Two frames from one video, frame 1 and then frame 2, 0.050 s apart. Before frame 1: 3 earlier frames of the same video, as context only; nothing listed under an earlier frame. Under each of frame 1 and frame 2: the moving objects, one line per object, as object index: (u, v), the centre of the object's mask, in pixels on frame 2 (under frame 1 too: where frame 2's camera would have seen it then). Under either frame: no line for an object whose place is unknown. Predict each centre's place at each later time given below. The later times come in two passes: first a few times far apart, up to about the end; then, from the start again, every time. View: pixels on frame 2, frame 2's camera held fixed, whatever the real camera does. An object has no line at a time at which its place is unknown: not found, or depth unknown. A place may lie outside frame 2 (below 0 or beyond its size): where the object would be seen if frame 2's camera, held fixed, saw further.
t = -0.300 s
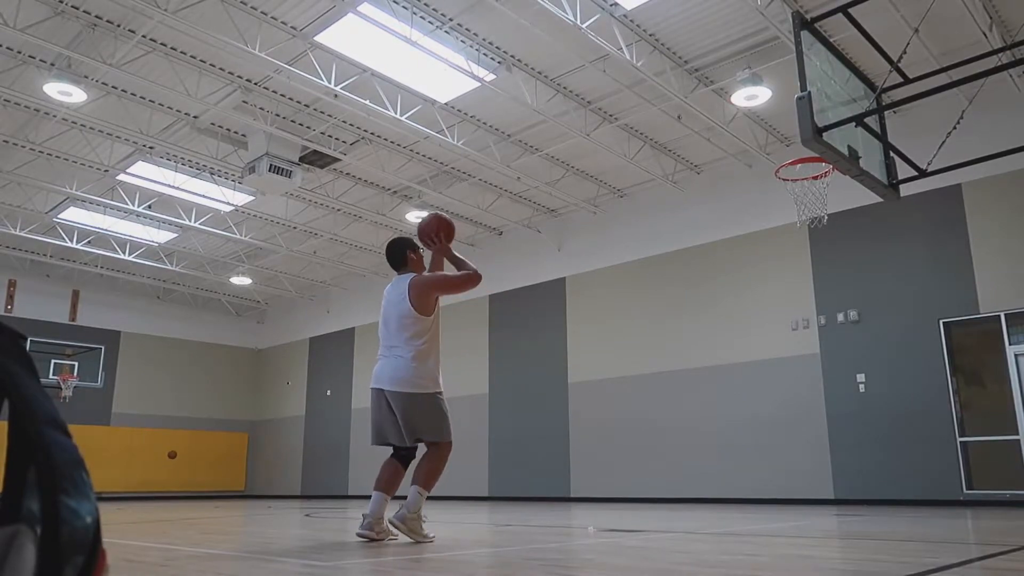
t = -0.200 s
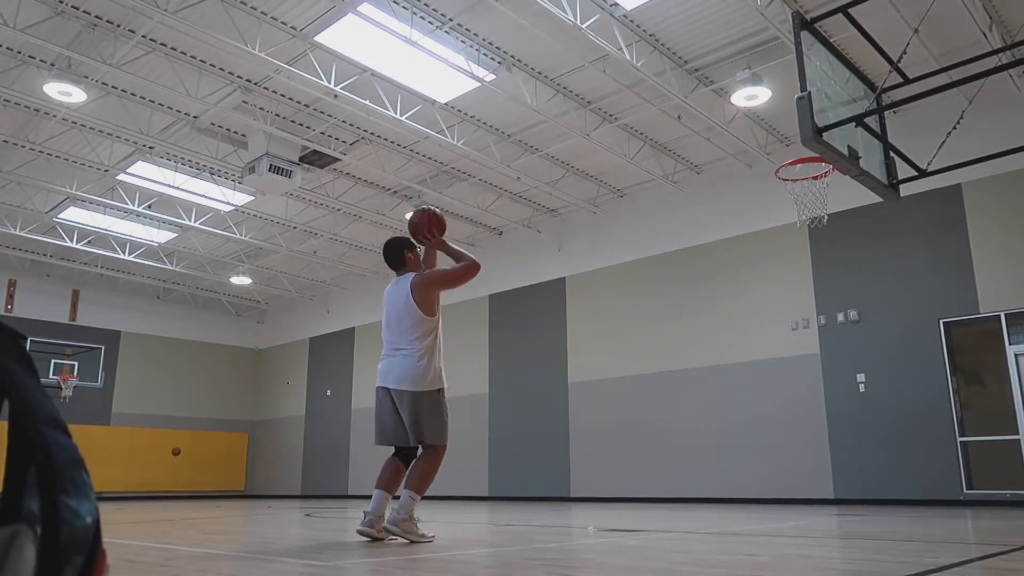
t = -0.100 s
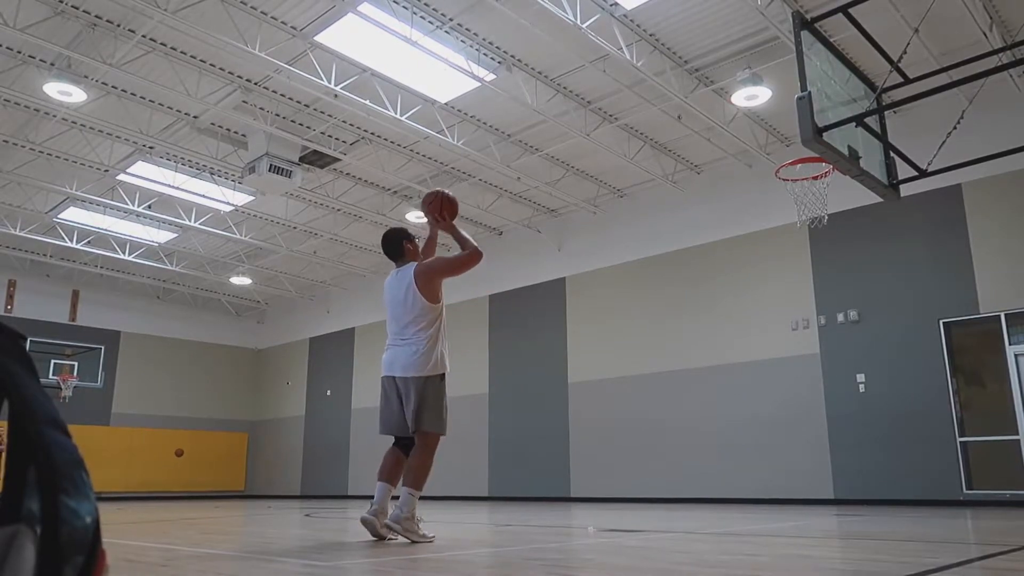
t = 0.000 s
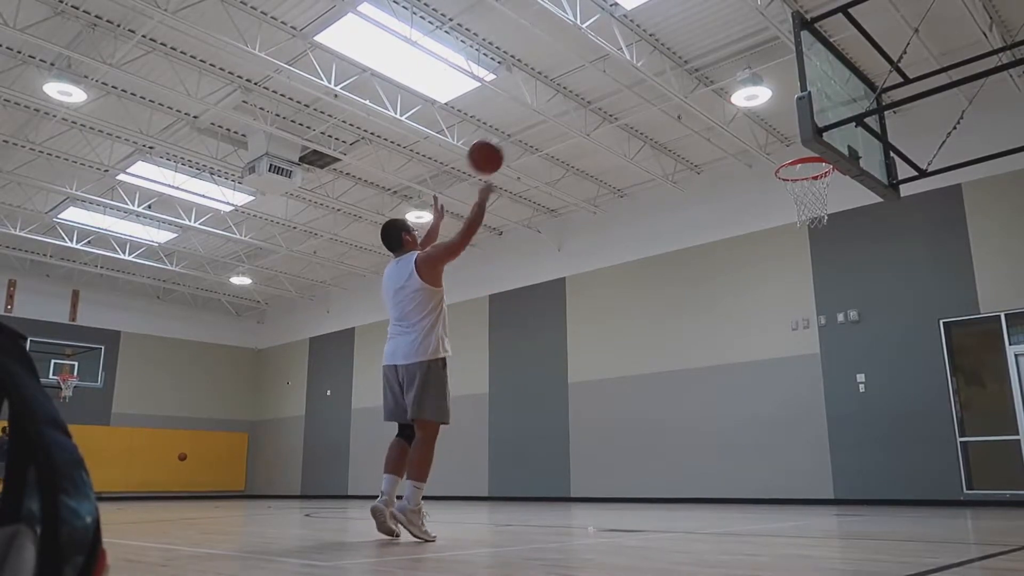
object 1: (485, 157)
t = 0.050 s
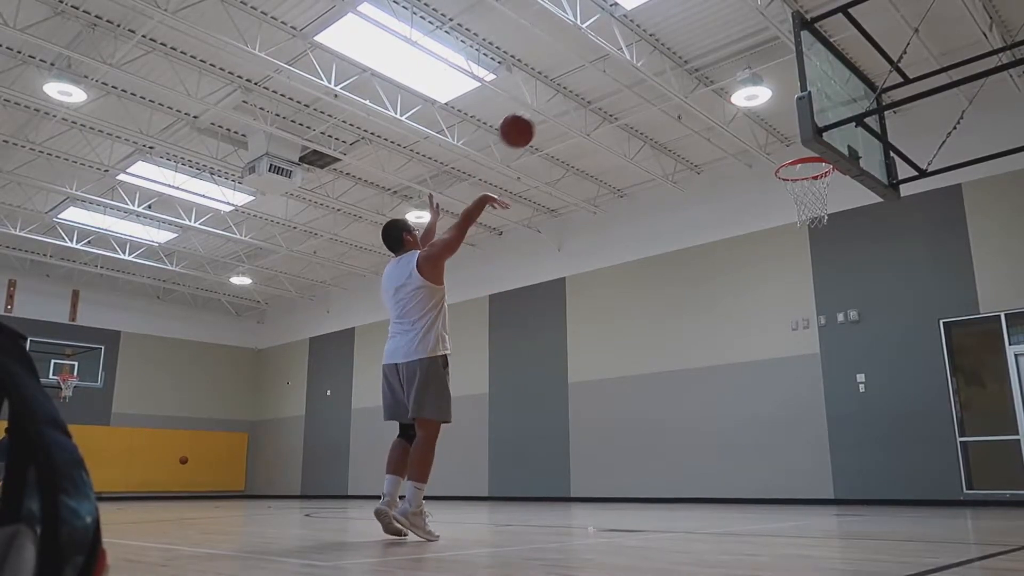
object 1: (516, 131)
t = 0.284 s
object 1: (644, 62)
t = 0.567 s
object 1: (776, 70)
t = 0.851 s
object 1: (799, 166)
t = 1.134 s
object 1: (791, 230)
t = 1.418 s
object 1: (791, 348)
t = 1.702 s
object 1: (796, 472)
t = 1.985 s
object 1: (797, 363)
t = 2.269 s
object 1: (806, 346)
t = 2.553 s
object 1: (826, 428)
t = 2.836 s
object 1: (841, 451)
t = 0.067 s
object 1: (527, 123)
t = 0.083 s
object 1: (536, 116)
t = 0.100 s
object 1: (546, 109)
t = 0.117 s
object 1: (555, 103)
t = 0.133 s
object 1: (565, 97)
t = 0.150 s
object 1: (574, 91)
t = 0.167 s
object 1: (583, 86)
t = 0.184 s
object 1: (592, 82)
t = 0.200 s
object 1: (601, 77)
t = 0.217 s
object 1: (610, 74)
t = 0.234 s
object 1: (618, 70)
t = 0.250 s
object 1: (627, 67)
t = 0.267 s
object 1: (636, 64)
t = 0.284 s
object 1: (644, 62)
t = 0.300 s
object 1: (652, 59)
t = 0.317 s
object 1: (660, 58)
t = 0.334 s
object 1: (669, 57)
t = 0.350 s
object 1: (677, 56)
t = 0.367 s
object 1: (685, 55)
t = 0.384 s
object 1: (693, 55)
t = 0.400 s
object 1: (700, 54)
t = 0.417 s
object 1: (708, 55)
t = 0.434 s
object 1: (716, 55)
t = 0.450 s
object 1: (723, 56)
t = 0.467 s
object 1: (731, 57)
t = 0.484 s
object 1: (739, 58)
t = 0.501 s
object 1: (746, 60)
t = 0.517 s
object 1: (754, 62)
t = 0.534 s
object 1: (761, 64)
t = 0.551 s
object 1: (768, 67)
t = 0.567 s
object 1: (776, 70)
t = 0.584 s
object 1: (783, 73)
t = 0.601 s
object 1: (788, 77)
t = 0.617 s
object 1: (792, 81)
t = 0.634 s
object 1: (807, 82)
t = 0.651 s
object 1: (808, 86)
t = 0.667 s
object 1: (809, 90)
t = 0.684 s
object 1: (793, 99)
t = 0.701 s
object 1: (792, 106)
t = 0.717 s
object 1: (792, 112)
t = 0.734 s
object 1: (793, 118)
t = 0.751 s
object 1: (793, 125)
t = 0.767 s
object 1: (793, 131)
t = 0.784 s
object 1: (794, 138)
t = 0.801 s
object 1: (796, 146)
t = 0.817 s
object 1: (796, 150)
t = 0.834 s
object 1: (799, 158)
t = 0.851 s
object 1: (799, 166)
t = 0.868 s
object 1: (799, 174)
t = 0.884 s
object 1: (799, 182)
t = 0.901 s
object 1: (798, 189)
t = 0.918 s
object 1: (798, 194)
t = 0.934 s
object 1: (797, 197)
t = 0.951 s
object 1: (796, 201)
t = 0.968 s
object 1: (795, 202)
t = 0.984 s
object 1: (795, 204)
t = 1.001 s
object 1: (794, 205)
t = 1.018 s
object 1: (794, 208)
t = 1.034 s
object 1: (794, 210)
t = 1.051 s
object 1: (793, 212)
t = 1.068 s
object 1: (793, 215)
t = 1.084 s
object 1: (792, 219)
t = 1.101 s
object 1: (792, 222)
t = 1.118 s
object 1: (792, 226)
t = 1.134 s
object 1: (791, 230)
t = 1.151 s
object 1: (791, 235)
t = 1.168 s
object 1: (791, 239)
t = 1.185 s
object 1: (791, 244)
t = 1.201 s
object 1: (791, 249)
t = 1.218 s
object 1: (791, 255)
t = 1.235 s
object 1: (791, 261)
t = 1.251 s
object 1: (791, 267)
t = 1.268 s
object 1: (790, 274)
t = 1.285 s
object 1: (790, 281)
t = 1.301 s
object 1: (790, 288)
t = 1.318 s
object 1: (791, 296)
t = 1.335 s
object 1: (791, 304)
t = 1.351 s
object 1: (791, 312)
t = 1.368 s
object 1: (791, 321)
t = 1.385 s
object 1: (791, 329)
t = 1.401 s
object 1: (791, 339)
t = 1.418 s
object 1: (791, 348)
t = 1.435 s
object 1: (792, 358)
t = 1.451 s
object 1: (792, 369)
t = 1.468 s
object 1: (792, 379)
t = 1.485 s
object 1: (792, 390)
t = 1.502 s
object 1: (793, 402)
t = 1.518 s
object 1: (793, 414)
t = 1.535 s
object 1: (794, 426)
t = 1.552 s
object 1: (794, 439)
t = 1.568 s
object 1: (795, 452)
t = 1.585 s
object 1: (795, 466)
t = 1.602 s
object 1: (796, 480)
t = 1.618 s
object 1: (796, 494)
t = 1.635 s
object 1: (797, 508)
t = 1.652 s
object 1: (797, 501)
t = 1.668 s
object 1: (797, 491)
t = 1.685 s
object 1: (796, 482)
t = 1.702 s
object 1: (796, 472)
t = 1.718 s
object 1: (796, 463)
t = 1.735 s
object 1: (796, 455)
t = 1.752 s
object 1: (796, 446)
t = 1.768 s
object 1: (796, 438)
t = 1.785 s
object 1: (796, 431)
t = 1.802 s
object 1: (796, 423)
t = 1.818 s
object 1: (796, 416)
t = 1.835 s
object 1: (796, 409)
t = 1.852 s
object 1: (796, 403)
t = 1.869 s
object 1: (796, 397)
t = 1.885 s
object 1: (796, 391)
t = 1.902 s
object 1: (796, 386)
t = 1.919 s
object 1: (796, 380)
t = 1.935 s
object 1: (797, 375)
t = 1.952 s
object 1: (797, 371)
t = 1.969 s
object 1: (797, 367)
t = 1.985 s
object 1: (797, 363)
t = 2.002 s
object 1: (798, 359)
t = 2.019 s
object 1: (798, 356)
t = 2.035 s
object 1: (798, 353)
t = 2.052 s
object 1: (798, 351)
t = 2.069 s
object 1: (799, 348)
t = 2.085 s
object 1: (799, 347)
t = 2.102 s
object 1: (800, 345)
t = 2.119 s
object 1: (800, 344)
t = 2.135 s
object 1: (801, 343)
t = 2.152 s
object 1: (802, 342)
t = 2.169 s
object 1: (802, 342)
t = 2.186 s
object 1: (803, 342)
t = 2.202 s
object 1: (804, 342)
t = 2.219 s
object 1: (804, 342)
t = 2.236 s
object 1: (805, 343)
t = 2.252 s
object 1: (806, 345)
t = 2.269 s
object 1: (806, 346)
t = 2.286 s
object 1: (807, 348)
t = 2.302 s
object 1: (808, 350)
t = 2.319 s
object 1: (809, 353)
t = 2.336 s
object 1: (810, 356)
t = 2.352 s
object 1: (811, 359)
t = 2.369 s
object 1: (812, 363)
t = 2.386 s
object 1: (813, 367)
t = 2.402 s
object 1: (814, 371)
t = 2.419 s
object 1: (815, 376)
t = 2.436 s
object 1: (817, 381)
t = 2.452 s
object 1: (818, 387)
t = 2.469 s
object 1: (819, 393)
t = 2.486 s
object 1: (820, 399)
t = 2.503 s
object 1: (822, 406)
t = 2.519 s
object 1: (823, 413)
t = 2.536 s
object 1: (825, 421)
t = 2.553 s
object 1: (826, 428)
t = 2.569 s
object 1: (827, 437)
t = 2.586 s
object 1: (829, 446)
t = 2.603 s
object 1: (831, 455)
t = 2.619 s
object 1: (832, 465)
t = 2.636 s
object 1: (834, 476)
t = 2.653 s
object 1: (836, 486)
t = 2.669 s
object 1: (838, 497)
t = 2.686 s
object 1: (840, 508)
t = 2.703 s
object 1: (840, 507)
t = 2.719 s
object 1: (840, 499)
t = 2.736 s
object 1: (840, 490)
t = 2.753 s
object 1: (840, 483)
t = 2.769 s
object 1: (840, 476)
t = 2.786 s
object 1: (840, 469)
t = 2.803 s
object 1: (840, 463)
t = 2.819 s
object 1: (841, 456)
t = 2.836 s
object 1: (841, 451)
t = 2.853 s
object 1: (841, 445)
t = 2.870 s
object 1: (841, 441)
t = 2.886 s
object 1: (841, 436)
